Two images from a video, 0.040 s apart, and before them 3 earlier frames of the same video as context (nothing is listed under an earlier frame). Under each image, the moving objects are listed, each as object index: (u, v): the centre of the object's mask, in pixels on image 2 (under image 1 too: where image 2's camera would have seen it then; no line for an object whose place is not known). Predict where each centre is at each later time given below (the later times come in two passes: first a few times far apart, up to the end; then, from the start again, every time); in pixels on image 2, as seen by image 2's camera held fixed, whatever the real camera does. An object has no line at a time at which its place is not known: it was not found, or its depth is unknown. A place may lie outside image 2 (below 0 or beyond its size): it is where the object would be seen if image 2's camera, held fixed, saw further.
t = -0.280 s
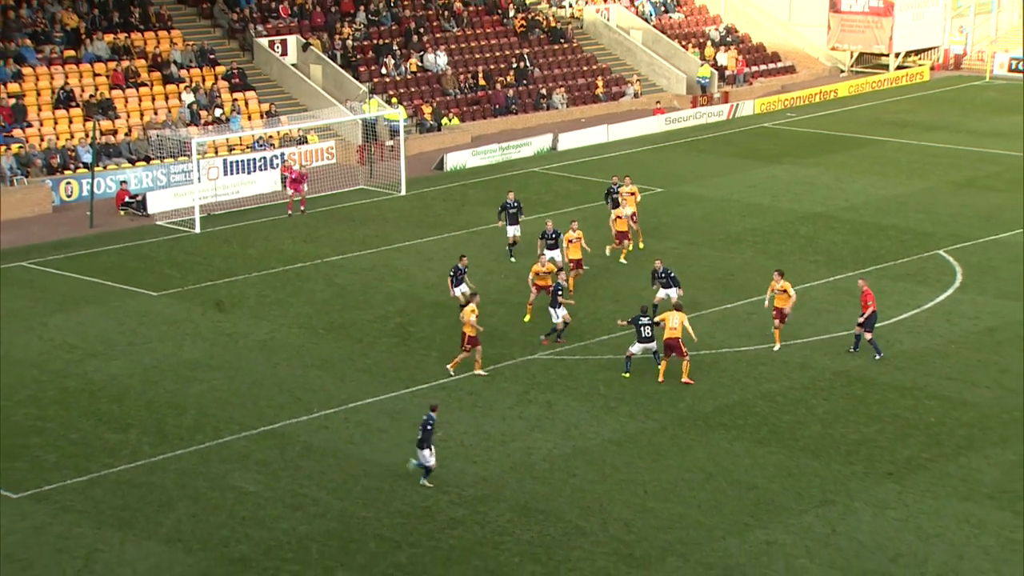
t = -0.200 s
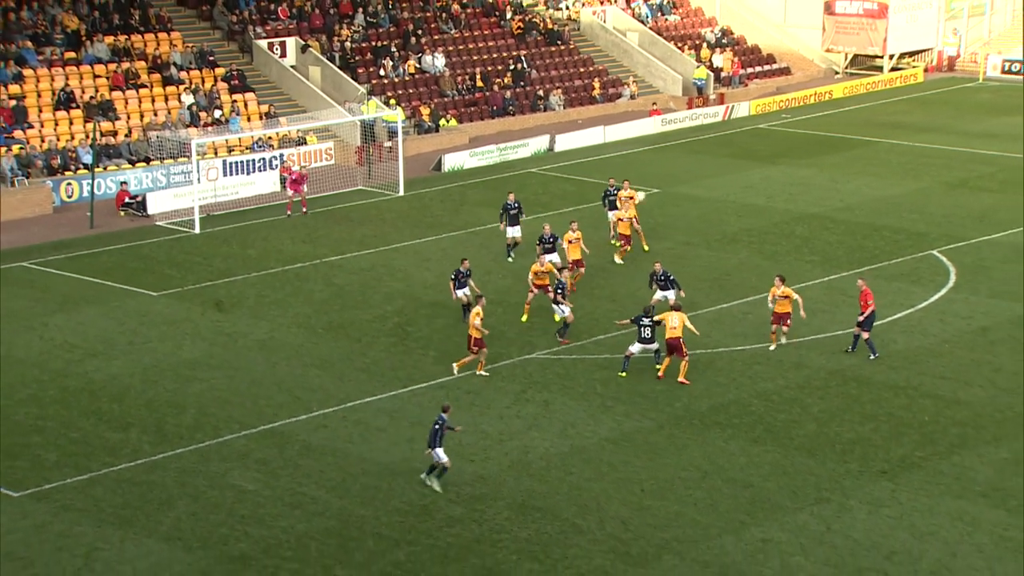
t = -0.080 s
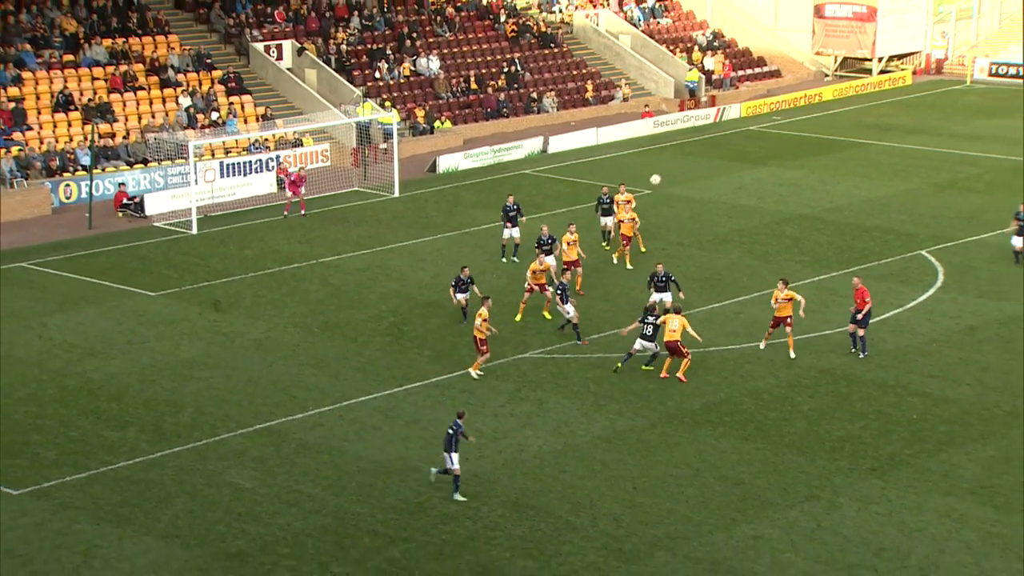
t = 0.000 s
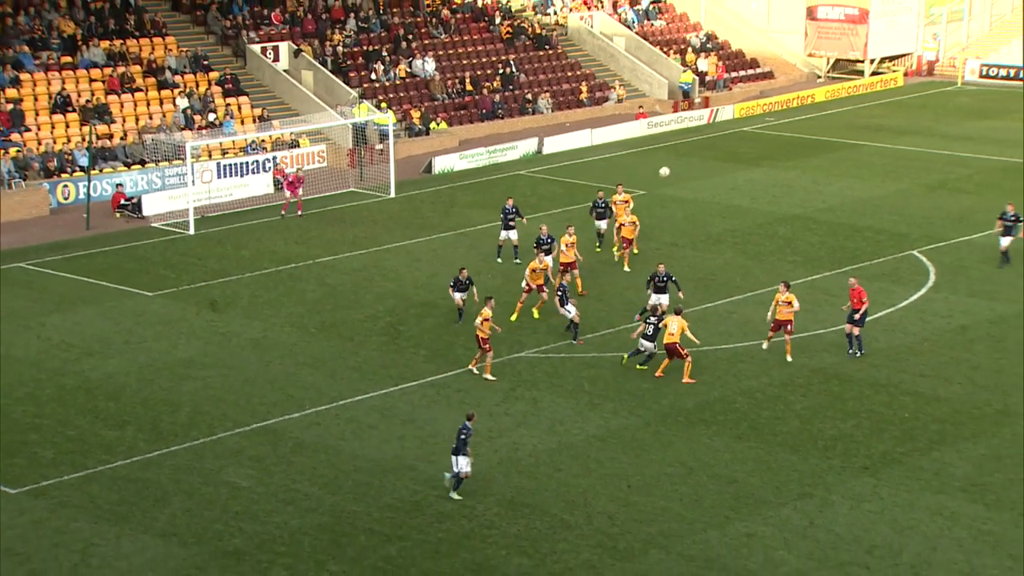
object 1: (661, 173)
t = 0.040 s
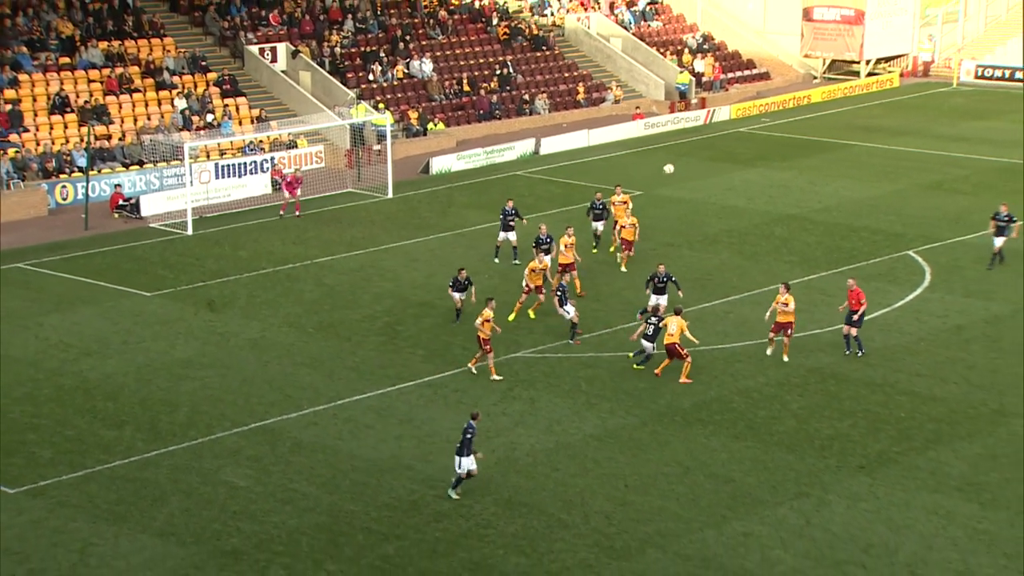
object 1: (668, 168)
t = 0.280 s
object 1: (710, 165)
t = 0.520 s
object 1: (751, 184)
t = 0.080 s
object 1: (676, 167)
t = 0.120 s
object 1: (683, 165)
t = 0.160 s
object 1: (689, 164)
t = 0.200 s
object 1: (696, 163)
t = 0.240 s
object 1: (703, 164)
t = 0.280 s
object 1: (710, 165)
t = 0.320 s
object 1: (717, 166)
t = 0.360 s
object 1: (724, 168)
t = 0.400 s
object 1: (730, 171)
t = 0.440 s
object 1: (737, 174)
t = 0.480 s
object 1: (744, 179)
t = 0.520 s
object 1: (751, 184)
